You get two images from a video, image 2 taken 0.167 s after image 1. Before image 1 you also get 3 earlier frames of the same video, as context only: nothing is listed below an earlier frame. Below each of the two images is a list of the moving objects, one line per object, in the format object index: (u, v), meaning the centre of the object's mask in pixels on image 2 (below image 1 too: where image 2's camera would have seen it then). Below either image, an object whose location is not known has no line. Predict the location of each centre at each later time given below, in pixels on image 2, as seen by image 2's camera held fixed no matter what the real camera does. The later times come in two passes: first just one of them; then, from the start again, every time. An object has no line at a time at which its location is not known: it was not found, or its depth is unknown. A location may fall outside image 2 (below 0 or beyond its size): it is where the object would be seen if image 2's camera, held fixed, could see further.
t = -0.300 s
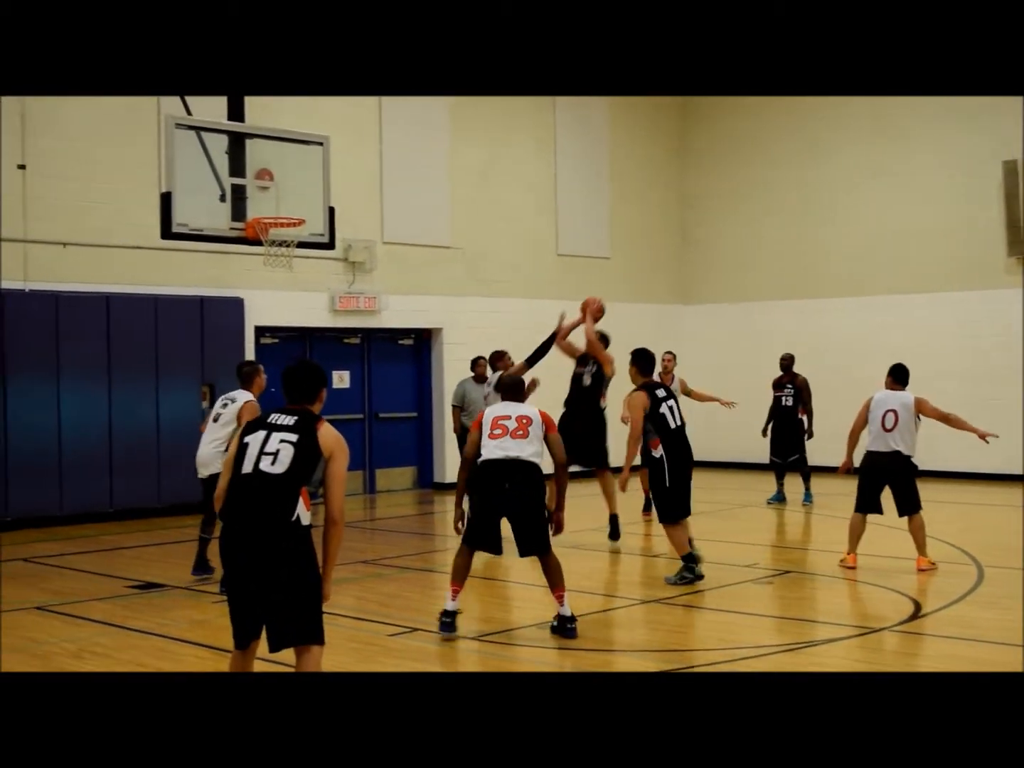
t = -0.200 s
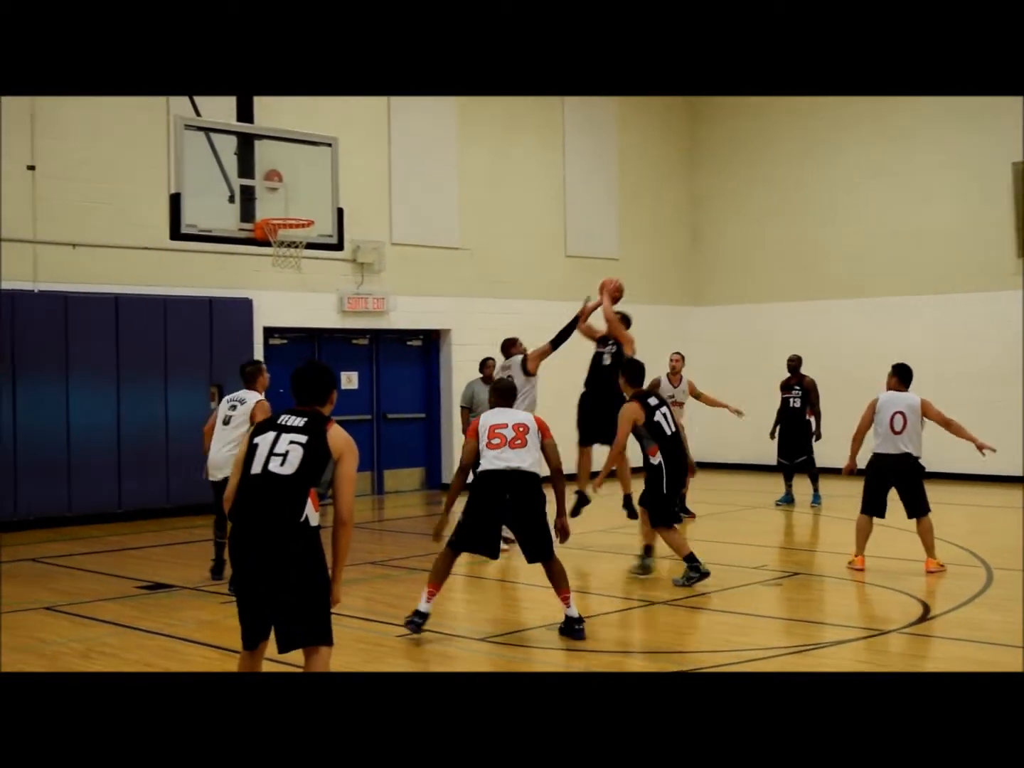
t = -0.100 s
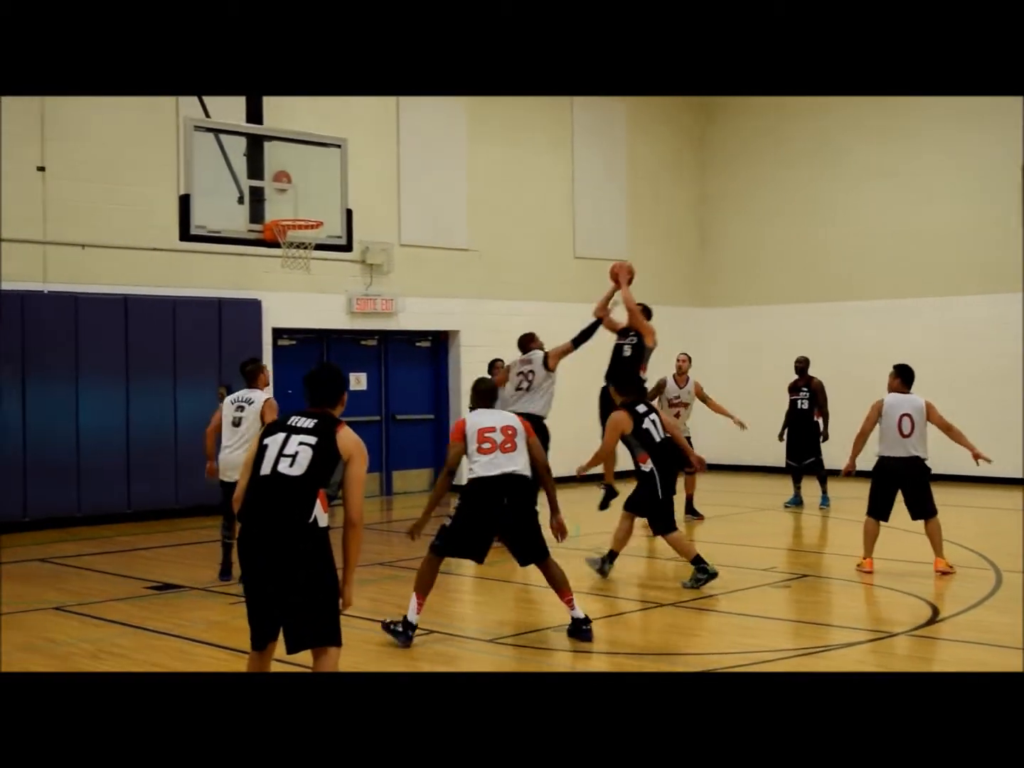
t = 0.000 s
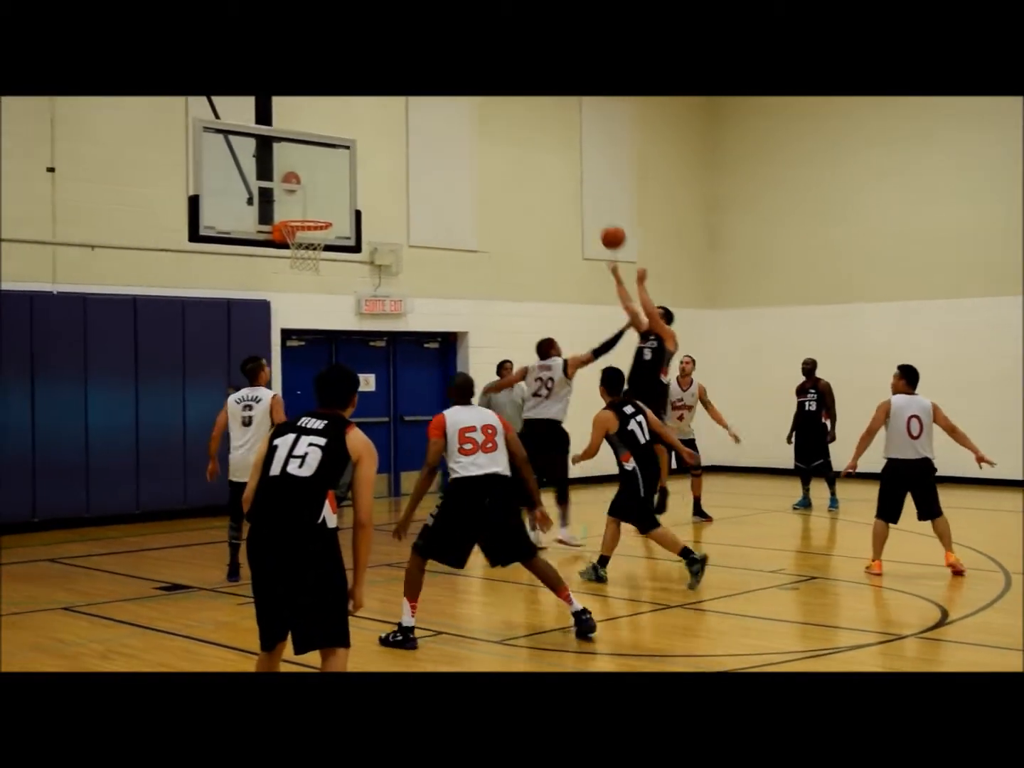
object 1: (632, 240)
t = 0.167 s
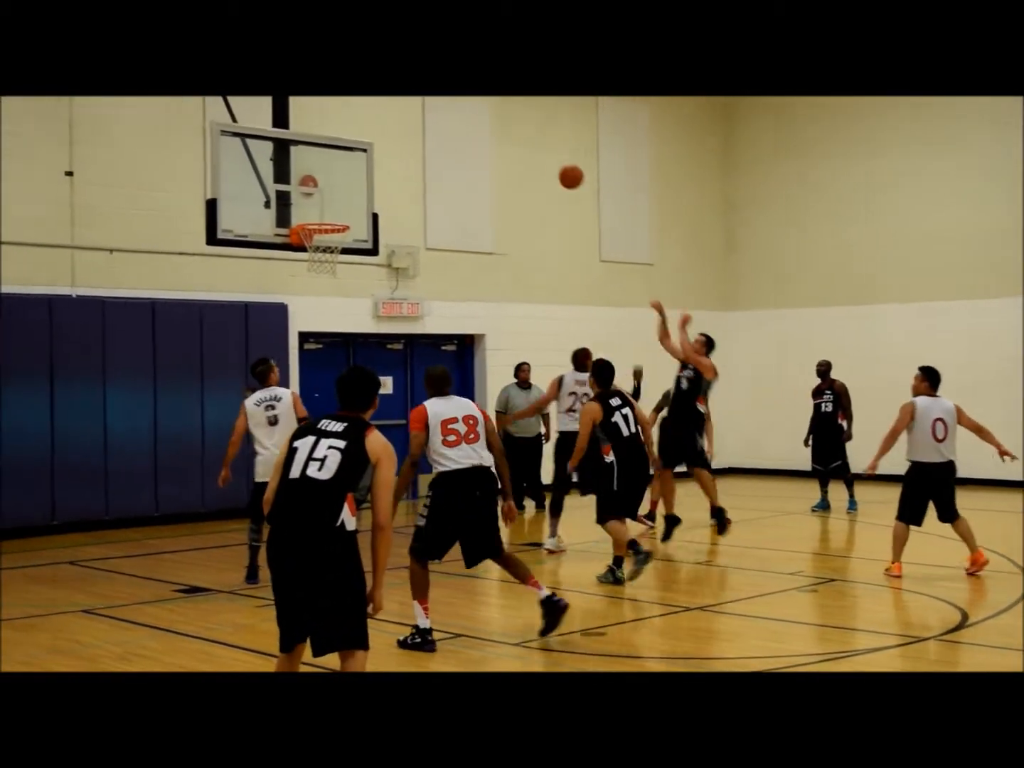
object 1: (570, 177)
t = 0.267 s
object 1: (534, 152)
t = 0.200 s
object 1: (558, 167)
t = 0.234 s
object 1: (546, 159)
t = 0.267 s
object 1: (534, 152)
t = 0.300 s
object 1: (522, 146)
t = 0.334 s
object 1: (510, 142)
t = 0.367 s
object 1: (498, 138)
